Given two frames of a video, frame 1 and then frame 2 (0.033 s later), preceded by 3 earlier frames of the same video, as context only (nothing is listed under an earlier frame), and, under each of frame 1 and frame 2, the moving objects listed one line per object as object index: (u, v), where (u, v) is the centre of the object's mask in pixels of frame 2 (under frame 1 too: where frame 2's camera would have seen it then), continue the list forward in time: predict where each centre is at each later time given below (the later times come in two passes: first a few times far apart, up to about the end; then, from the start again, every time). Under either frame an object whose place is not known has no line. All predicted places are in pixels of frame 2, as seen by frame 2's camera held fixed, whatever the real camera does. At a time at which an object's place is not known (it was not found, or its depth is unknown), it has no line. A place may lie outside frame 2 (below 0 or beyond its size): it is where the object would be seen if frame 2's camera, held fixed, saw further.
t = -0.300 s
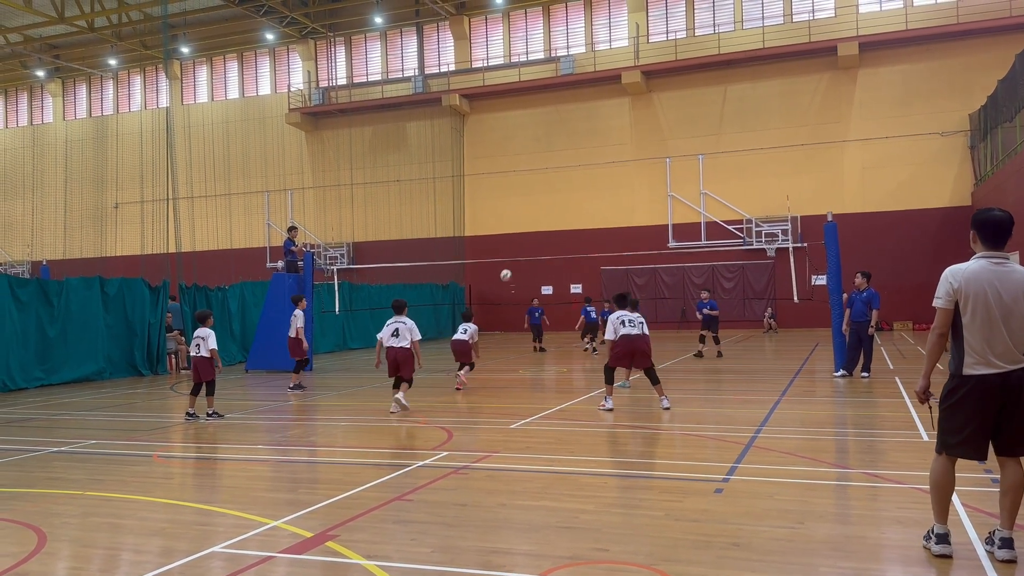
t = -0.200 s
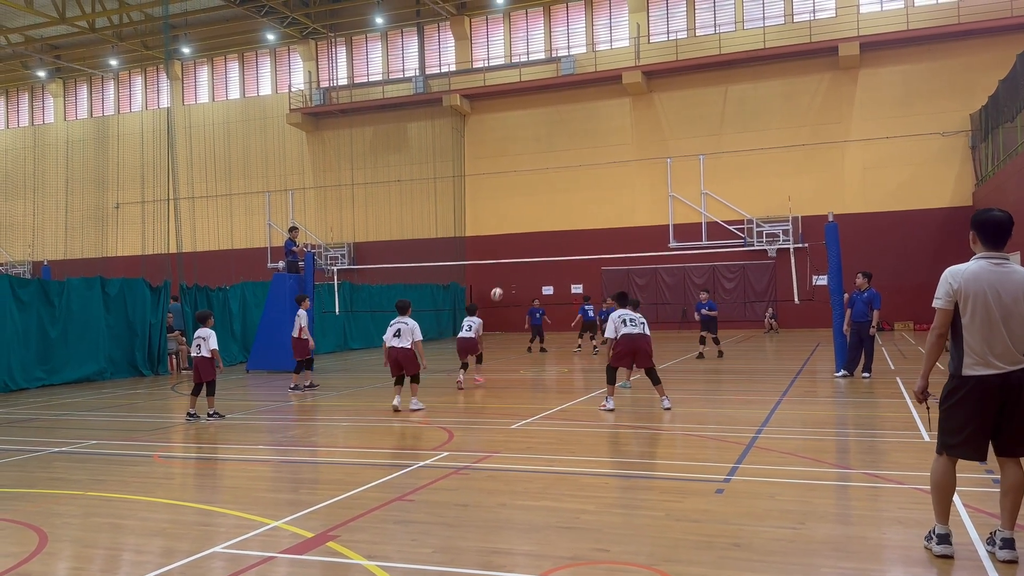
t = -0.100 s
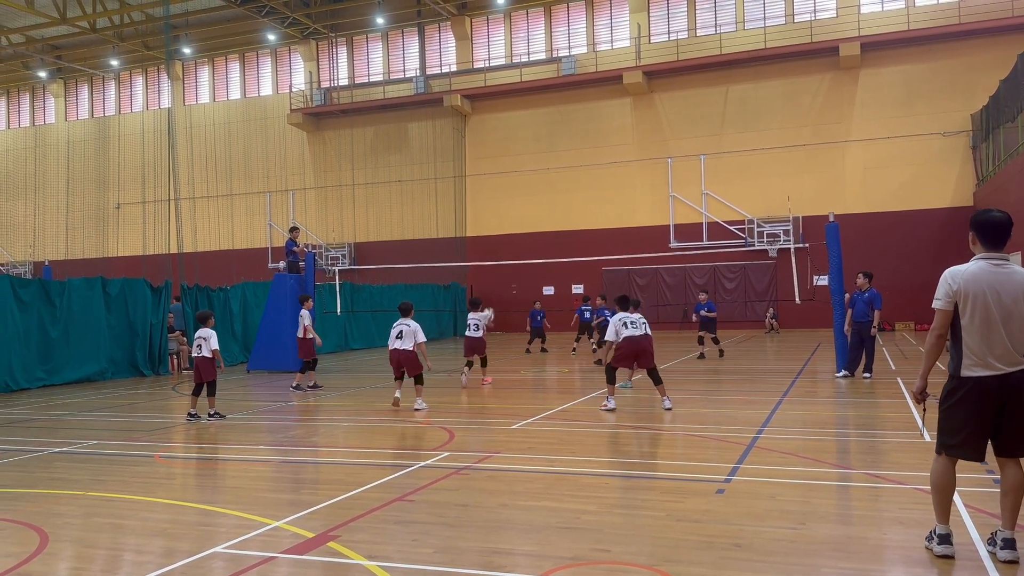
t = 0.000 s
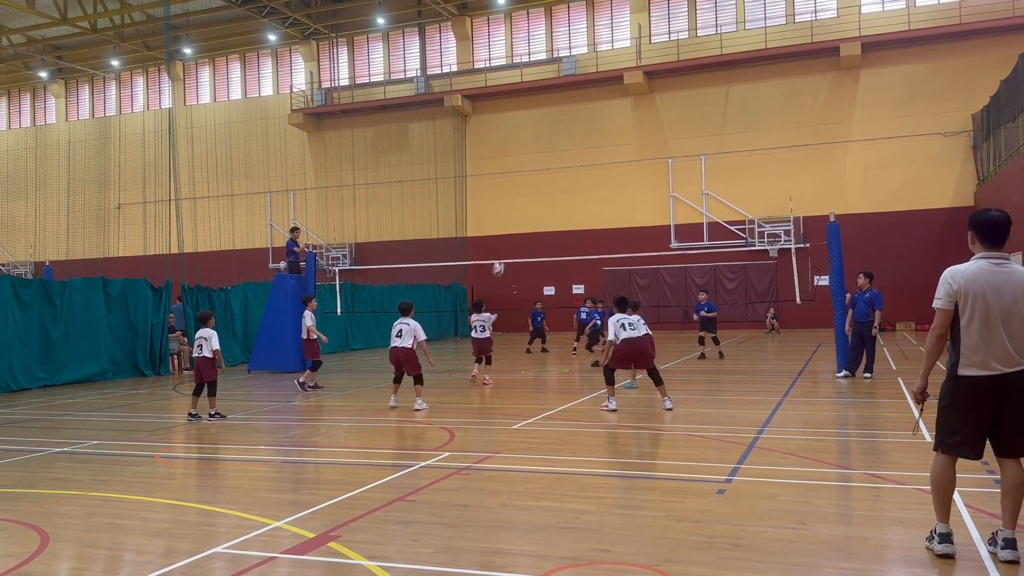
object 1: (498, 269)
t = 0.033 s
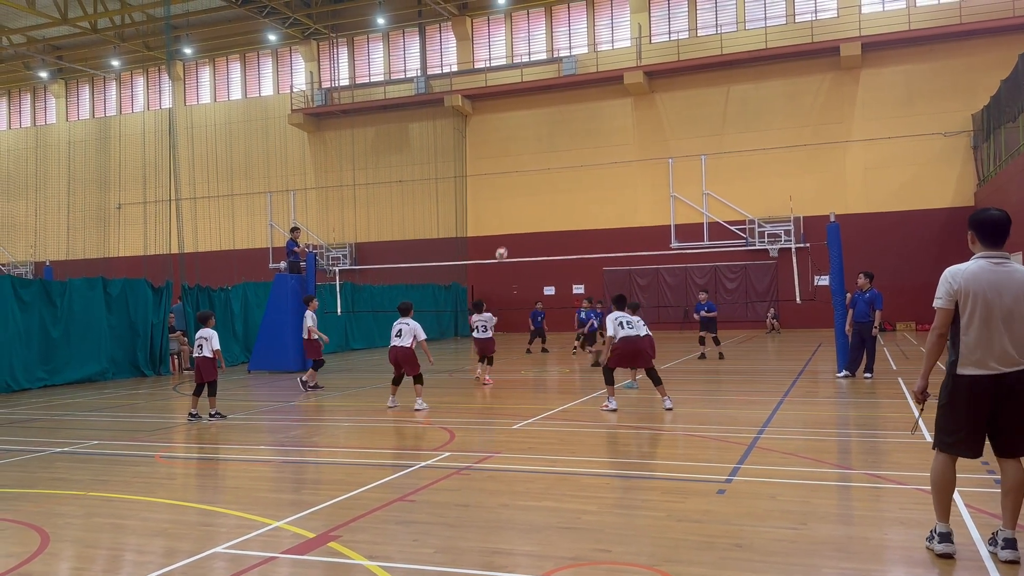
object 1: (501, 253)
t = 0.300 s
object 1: (525, 166)
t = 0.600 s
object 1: (552, 119)
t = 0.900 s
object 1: (580, 123)
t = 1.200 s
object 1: (607, 176)
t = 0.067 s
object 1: (504, 240)
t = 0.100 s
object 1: (508, 228)
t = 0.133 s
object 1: (510, 216)
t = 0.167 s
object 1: (513, 205)
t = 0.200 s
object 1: (517, 194)
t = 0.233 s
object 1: (520, 184)
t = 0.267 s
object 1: (522, 175)
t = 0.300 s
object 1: (525, 166)
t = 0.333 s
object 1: (529, 158)
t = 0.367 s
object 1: (532, 151)
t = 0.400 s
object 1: (534, 145)
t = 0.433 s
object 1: (537, 139)
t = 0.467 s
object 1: (540, 133)
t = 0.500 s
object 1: (544, 129)
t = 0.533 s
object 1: (546, 125)
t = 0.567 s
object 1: (550, 122)
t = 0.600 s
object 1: (552, 119)
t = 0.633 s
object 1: (555, 117)
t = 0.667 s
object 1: (558, 116)
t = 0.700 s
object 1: (562, 115)
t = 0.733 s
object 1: (565, 114)
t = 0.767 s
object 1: (567, 115)
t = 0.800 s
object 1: (571, 116)
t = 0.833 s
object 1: (573, 118)
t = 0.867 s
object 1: (577, 120)
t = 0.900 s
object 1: (580, 123)
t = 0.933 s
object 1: (582, 126)
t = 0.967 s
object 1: (586, 131)
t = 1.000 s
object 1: (589, 135)
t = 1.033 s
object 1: (592, 141)
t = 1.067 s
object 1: (594, 147)
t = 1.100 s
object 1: (598, 153)
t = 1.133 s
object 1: (600, 160)
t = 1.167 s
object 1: (604, 168)
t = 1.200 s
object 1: (607, 176)
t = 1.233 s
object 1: (610, 185)
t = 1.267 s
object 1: (613, 194)
